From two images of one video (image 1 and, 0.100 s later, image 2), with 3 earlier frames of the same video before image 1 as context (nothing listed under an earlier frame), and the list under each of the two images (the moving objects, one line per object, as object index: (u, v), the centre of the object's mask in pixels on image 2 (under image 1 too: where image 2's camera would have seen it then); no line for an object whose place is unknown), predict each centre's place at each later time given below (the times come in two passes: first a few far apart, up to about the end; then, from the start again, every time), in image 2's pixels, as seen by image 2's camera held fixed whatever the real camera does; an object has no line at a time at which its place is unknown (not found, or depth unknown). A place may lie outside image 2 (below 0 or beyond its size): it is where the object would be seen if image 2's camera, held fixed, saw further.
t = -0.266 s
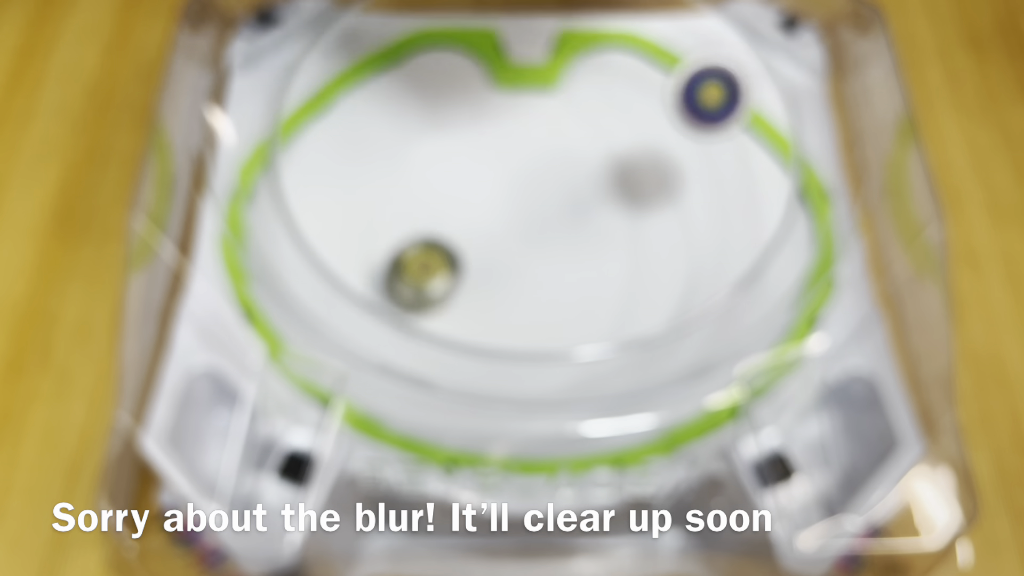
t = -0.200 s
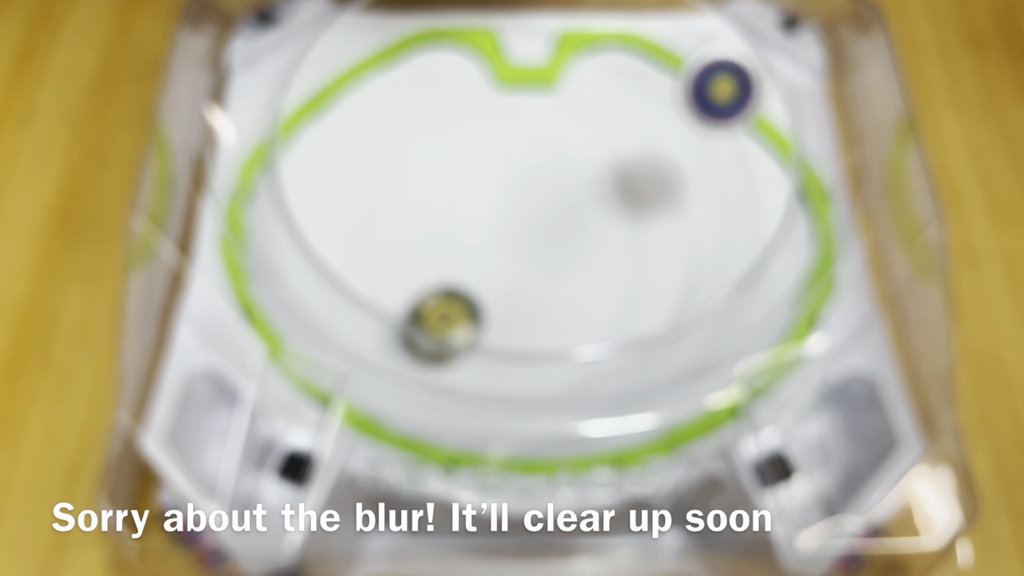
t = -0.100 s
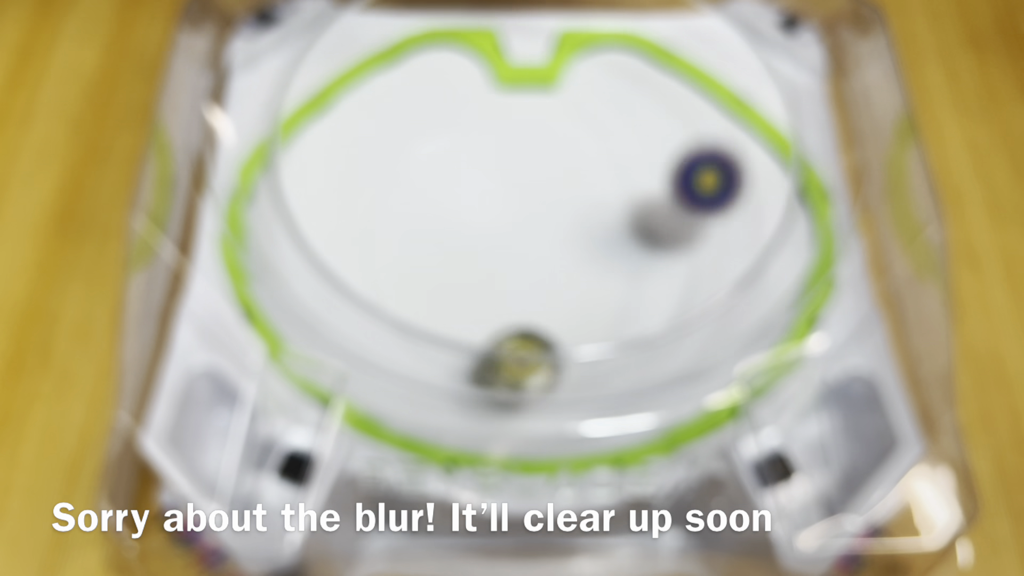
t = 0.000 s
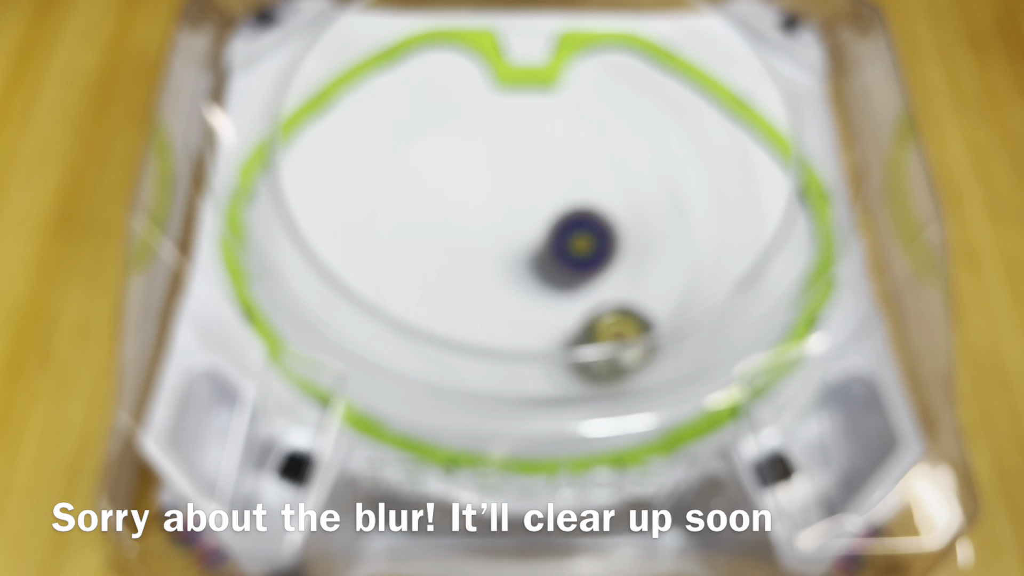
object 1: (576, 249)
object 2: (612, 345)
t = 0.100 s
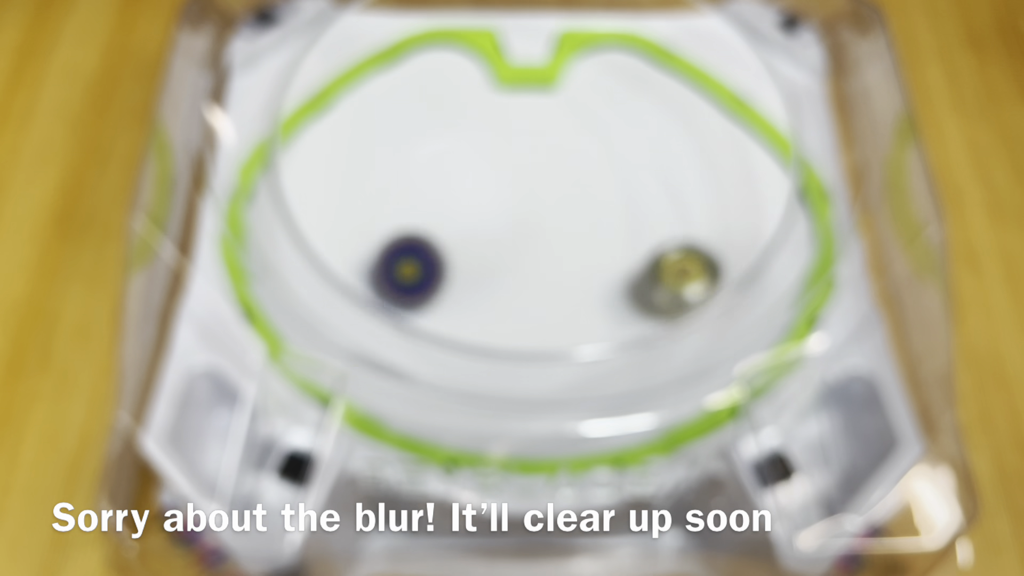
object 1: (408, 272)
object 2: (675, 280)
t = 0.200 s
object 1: (282, 273)
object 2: (677, 210)
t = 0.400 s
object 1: (264, 248)
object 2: (525, 148)
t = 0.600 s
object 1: (390, 292)
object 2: (430, 211)
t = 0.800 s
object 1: (620, 357)
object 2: (512, 304)
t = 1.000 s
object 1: (837, 276)
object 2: (624, 261)
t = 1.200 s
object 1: (711, 200)
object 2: (549, 157)
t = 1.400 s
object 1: (571, 180)
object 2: (411, 202)
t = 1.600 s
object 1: (445, 230)
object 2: (460, 336)
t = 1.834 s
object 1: (440, 358)
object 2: (657, 298)
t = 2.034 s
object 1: (534, 439)
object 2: (636, 157)
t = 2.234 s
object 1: (612, 342)
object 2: (478, 117)
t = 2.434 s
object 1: (590, 190)
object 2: (368, 222)
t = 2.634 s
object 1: (470, 116)
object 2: (459, 350)
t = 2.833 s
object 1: (329, 203)
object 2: (639, 326)
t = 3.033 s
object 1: (376, 345)
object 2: (673, 191)
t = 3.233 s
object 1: (581, 394)
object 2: (557, 108)
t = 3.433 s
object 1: (649, 344)
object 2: (422, 130)
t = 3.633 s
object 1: (534, 221)
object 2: (392, 270)
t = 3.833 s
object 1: (351, 111)
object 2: (559, 352)
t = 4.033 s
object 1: (399, 245)
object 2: (687, 239)
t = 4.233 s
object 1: (557, 331)
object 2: (602, 124)
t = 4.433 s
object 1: (645, 220)
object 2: (455, 122)
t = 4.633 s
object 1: (584, 104)
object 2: (384, 237)
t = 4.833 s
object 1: (637, 413)
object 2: (494, 350)
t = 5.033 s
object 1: (521, 395)
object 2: (693, 221)
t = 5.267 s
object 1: (321, 293)
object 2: (314, 27)
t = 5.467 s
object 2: (422, 38)
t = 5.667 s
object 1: (745, 54)
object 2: (539, 40)
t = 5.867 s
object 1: (795, 154)
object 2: (379, 314)
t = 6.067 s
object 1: (751, 255)
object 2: (419, 386)
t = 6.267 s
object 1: (713, 354)
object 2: (598, 290)
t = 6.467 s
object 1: (616, 390)
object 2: (653, 193)
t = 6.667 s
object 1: (505, 385)
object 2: (631, 143)
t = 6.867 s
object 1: (425, 334)
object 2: (562, 139)
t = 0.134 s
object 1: (359, 275)
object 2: (682, 256)
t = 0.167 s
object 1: (320, 271)
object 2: (683, 232)
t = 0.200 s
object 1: (282, 273)
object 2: (677, 210)
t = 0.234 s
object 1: (265, 264)
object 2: (663, 190)
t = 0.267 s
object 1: (254, 263)
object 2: (643, 172)
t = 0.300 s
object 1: (249, 258)
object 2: (617, 159)
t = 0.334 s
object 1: (249, 254)
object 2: (589, 151)
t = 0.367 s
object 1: (253, 250)
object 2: (558, 147)
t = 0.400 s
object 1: (264, 248)
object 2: (525, 148)
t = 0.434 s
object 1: (284, 246)
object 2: (492, 154)
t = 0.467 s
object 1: (309, 243)
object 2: (462, 166)
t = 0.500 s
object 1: (340, 240)
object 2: (435, 183)
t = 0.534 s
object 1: (373, 240)
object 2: (418, 197)
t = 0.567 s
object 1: (380, 261)
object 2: (421, 202)
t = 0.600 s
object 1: (390, 292)
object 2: (430, 211)
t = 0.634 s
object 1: (415, 309)
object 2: (440, 220)
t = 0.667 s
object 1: (448, 328)
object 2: (450, 234)
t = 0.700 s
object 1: (486, 340)
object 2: (461, 252)
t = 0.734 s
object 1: (528, 353)
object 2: (476, 273)
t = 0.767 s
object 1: (575, 355)
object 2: (492, 291)
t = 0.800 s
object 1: (620, 357)
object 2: (512, 304)
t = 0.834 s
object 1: (661, 341)
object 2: (535, 310)
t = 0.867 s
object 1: (700, 330)
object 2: (560, 309)
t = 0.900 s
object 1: (738, 326)
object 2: (584, 301)
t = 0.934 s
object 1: (772, 310)
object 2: (602, 288)
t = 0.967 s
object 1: (806, 294)
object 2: (616, 277)
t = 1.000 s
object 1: (837, 276)
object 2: (624, 261)
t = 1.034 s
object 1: (847, 261)
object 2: (626, 240)
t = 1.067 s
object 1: (822, 244)
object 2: (624, 219)
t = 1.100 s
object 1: (794, 232)
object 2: (612, 198)
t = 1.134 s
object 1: (766, 227)
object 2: (594, 180)
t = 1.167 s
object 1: (739, 210)
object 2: (572, 166)
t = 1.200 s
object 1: (711, 200)
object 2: (549, 157)
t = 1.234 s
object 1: (686, 193)
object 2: (524, 151)
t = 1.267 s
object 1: (663, 182)
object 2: (499, 151)
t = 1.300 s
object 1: (641, 179)
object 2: (472, 157)
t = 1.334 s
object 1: (618, 177)
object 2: (447, 169)
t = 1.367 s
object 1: (594, 175)
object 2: (426, 183)
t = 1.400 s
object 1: (571, 180)
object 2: (411, 202)
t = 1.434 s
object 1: (546, 185)
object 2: (404, 224)
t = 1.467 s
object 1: (522, 192)
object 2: (402, 250)
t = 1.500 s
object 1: (499, 202)
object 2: (407, 275)
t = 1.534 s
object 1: (477, 217)
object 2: (418, 298)
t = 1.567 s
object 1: (460, 219)
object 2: (436, 319)
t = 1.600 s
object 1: (445, 230)
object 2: (460, 336)
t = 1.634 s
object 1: (430, 250)
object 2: (491, 348)
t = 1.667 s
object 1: (418, 278)
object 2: (525, 355)
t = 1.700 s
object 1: (416, 287)
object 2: (558, 356)
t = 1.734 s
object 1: (417, 294)
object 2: (589, 350)
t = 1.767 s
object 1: (423, 307)
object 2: (616, 339)
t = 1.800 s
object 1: (431, 327)
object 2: (639, 321)
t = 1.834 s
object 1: (440, 358)
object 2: (657, 298)
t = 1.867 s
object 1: (451, 384)
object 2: (669, 274)
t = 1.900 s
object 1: (462, 391)
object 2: (673, 247)
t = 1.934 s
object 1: (476, 403)
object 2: (671, 220)
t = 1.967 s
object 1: (493, 423)
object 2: (664, 195)
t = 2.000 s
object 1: (512, 438)
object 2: (653, 173)
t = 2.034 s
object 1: (534, 439)
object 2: (636, 157)
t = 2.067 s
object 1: (553, 446)
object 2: (615, 142)
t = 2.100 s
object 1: (576, 458)
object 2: (592, 131)
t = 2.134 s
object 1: (593, 445)
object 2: (564, 122)
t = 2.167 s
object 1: (605, 392)
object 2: (536, 116)
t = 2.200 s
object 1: (613, 359)
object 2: (507, 114)
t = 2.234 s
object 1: (612, 342)
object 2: (478, 117)
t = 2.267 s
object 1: (620, 317)
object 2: (448, 124)
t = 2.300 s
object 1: (618, 299)
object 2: (422, 136)
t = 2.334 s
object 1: (613, 265)
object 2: (398, 151)
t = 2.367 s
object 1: (609, 240)
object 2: (384, 173)
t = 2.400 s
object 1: (602, 216)
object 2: (373, 198)
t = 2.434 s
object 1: (590, 190)
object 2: (368, 222)
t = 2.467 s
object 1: (574, 168)
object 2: (368, 248)
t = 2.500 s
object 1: (555, 147)
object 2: (374, 273)
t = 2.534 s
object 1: (538, 135)
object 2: (385, 296)
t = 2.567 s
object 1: (517, 125)
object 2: (403, 319)
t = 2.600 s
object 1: (496, 119)
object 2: (429, 337)
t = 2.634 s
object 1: (470, 116)
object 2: (459, 350)
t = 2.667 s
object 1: (445, 119)
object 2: (491, 359)
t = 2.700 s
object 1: (421, 129)
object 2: (525, 363)
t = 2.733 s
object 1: (396, 139)
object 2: (557, 361)
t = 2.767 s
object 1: (372, 158)
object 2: (584, 357)
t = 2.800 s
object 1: (350, 176)
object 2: (613, 345)
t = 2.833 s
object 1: (329, 203)
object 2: (639, 326)
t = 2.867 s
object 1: (305, 226)
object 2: (661, 304)
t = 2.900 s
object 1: (277, 254)
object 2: (676, 280)
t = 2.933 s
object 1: (264, 278)
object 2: (686, 256)
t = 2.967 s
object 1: (296, 293)
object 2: (687, 233)
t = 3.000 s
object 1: (333, 316)
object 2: (682, 211)
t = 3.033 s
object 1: (376, 345)
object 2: (673, 191)
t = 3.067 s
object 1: (410, 357)
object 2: (662, 173)
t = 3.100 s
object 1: (448, 369)
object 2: (646, 156)
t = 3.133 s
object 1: (488, 388)
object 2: (627, 142)
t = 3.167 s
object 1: (520, 390)
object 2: (606, 128)
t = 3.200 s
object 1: (551, 393)
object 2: (583, 117)
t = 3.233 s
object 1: (581, 394)
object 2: (557, 108)
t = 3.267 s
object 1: (603, 389)
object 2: (531, 102)
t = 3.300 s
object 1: (625, 387)
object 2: (504, 100)
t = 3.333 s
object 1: (638, 379)
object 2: (478, 102)
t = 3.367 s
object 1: (647, 372)
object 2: (455, 108)
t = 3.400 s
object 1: (648, 353)
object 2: (437, 116)
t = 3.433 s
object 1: (649, 344)
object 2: (422, 130)
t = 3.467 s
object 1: (641, 327)
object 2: (409, 148)
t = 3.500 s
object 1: (629, 311)
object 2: (396, 169)
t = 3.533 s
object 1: (611, 294)
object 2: (386, 194)
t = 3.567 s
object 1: (590, 272)
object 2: (383, 219)
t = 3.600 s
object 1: (564, 247)
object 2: (384, 244)
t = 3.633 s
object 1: (534, 221)
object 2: (392, 270)
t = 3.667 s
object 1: (502, 192)
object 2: (408, 292)
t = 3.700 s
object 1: (469, 170)
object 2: (430, 316)
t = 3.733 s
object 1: (435, 147)
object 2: (457, 335)
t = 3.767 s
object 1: (404, 130)
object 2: (490, 348)
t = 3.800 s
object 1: (377, 118)
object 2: (524, 353)
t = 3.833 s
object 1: (351, 111)
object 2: (559, 352)
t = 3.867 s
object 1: (322, 100)
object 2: (591, 345)
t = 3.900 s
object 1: (321, 115)
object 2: (620, 331)
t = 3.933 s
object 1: (341, 152)
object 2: (648, 313)
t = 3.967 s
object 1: (359, 179)
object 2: (667, 289)
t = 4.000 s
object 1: (377, 211)
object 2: (680, 265)
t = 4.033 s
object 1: (399, 245)
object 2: (687, 239)
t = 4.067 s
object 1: (423, 272)
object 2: (682, 213)
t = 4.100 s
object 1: (449, 297)
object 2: (674, 189)
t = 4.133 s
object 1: (477, 315)
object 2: (661, 168)
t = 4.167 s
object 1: (504, 328)
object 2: (644, 150)
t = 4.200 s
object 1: (532, 335)
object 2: (625, 136)
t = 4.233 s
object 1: (557, 331)
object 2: (602, 124)
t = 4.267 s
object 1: (582, 324)
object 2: (578, 114)
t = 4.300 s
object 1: (604, 314)
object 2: (552, 107)
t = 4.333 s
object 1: (621, 298)
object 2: (527, 105)
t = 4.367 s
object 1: (634, 276)
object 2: (502, 107)
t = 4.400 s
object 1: (642, 249)
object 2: (477, 114)
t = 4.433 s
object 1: (645, 220)
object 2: (455, 122)
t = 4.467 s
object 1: (642, 188)
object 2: (434, 134)
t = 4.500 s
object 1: (633, 156)
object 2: (416, 150)
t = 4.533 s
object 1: (619, 125)
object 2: (401, 171)
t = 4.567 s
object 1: (598, 96)
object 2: (390, 193)
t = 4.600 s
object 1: (578, 72)
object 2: (384, 214)
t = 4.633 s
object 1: (584, 104)
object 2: (384, 237)
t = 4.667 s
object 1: (595, 156)
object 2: (389, 260)
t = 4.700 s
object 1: (607, 218)
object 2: (401, 282)
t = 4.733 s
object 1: (620, 284)
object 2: (416, 306)
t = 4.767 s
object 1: (626, 311)
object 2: (439, 326)
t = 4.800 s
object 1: (631, 353)
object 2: (465, 341)
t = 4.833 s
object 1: (637, 413)
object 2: (494, 350)
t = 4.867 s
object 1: (638, 428)
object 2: (525, 357)
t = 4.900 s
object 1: (628, 420)
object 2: (555, 358)
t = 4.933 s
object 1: (614, 414)
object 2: (582, 353)
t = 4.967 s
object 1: (606, 416)
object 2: (612, 341)
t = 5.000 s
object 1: (567, 402)
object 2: (655, 289)
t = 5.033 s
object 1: (521, 395)
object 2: (693, 221)
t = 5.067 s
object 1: (476, 400)
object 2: (711, 154)
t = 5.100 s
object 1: (436, 388)
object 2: (726, 98)
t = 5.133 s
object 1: (401, 365)
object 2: (649, 58)
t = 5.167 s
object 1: (373, 351)
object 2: (556, 34)
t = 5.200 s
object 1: (351, 336)
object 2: (461, 32)
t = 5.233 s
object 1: (333, 312)
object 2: (373, 24)
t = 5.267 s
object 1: (321, 293)
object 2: (314, 27)
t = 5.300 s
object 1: (318, 270)
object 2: (293, 79)
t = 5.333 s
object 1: (318, 247)
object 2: (274, 135)
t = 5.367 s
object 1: (329, 224)
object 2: (256, 198)
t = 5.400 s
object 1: (496, 329)
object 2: (275, 147)
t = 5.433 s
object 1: (683, 399)
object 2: (349, 84)
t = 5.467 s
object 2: (422, 38)
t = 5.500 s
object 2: (494, 13)
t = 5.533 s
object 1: (796, 26)
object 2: (563, 11)
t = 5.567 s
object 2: (621, 11)
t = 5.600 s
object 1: (703, 25)
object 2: (604, 13)
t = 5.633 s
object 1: (722, 35)
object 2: (576, 19)
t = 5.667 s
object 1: (745, 54)
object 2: (539, 40)
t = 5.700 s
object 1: (769, 76)
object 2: (493, 103)
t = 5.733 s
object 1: (793, 95)
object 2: (456, 157)
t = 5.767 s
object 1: (819, 115)
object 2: (419, 219)
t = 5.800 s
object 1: (820, 128)
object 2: (403, 246)
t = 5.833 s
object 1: (804, 144)
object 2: (391, 273)
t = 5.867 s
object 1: (795, 154)
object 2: (379, 314)
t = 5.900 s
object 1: (773, 183)
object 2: (374, 339)
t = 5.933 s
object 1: (761, 197)
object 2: (369, 367)
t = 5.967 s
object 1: (753, 211)
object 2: (370, 374)
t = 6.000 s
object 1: (751, 224)
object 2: (373, 384)
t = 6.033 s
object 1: (749, 240)
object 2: (384, 397)
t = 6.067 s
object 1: (751, 255)
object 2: (419, 386)
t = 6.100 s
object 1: (749, 274)
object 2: (456, 372)
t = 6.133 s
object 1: (747, 293)
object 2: (489, 357)
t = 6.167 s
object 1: (746, 314)
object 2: (520, 346)
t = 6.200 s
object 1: (739, 327)
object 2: (549, 331)
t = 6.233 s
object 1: (728, 341)
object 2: (576, 311)
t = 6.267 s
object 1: (713, 354)
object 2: (598, 290)
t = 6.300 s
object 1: (705, 359)
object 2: (606, 279)
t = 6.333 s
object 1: (688, 368)
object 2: (624, 257)
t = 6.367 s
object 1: (672, 376)
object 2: (635, 238)
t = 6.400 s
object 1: (656, 380)
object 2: (643, 221)
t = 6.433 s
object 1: (636, 384)
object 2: (649, 207)
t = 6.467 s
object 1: (616, 390)
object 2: (653, 193)
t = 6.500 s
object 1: (596, 392)
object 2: (657, 180)
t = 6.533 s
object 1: (576, 396)
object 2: (660, 168)
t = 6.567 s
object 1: (557, 397)
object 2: (660, 159)
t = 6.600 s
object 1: (538, 393)
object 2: (656, 148)
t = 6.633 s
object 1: (522, 389)
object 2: (644, 143)
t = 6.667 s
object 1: (505, 385)
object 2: (631, 143)
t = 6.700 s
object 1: (493, 377)
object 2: (619, 141)
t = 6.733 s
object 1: (482, 372)
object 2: (608, 140)
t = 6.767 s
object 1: (473, 361)
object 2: (597, 140)
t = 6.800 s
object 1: (459, 354)
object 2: (585, 138)
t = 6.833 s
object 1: (438, 343)
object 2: (572, 136)
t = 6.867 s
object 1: (425, 334)
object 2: (562, 139)
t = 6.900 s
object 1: (415, 321)
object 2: (555, 145)
